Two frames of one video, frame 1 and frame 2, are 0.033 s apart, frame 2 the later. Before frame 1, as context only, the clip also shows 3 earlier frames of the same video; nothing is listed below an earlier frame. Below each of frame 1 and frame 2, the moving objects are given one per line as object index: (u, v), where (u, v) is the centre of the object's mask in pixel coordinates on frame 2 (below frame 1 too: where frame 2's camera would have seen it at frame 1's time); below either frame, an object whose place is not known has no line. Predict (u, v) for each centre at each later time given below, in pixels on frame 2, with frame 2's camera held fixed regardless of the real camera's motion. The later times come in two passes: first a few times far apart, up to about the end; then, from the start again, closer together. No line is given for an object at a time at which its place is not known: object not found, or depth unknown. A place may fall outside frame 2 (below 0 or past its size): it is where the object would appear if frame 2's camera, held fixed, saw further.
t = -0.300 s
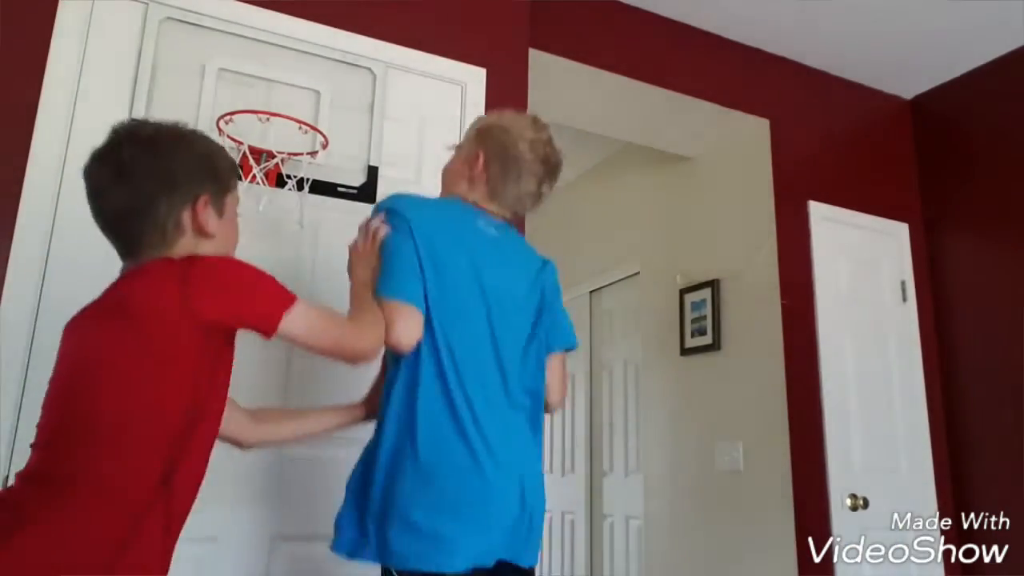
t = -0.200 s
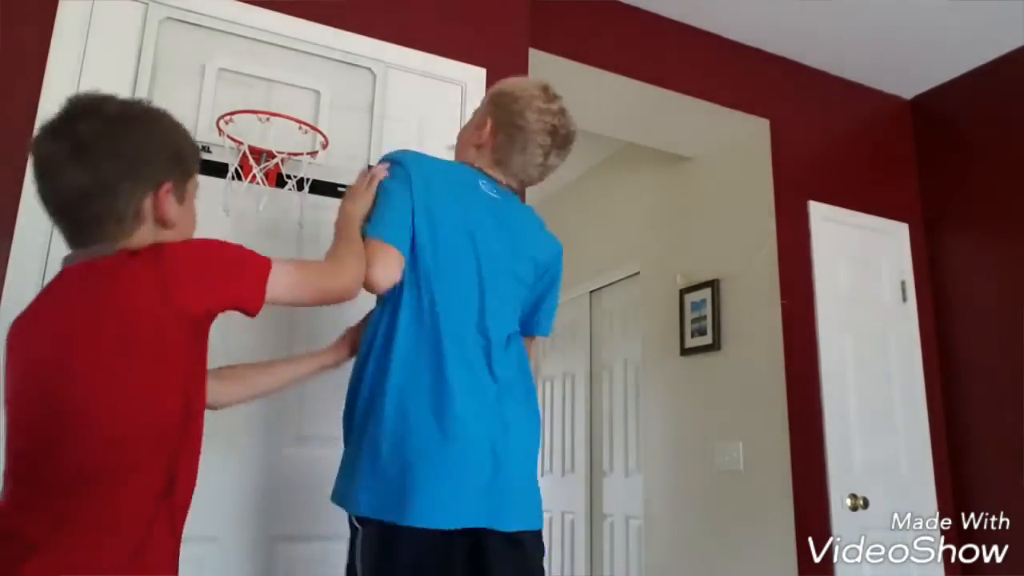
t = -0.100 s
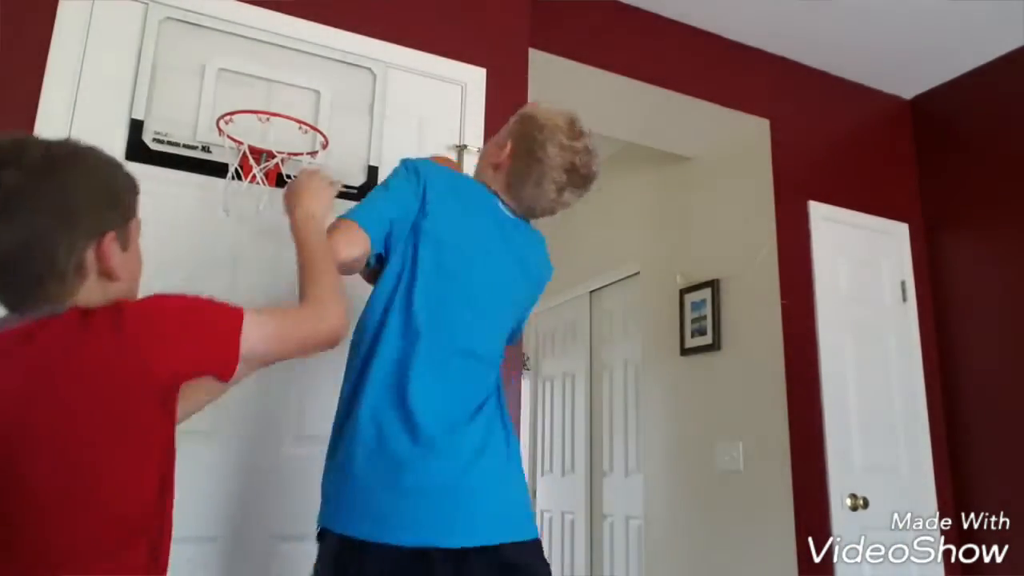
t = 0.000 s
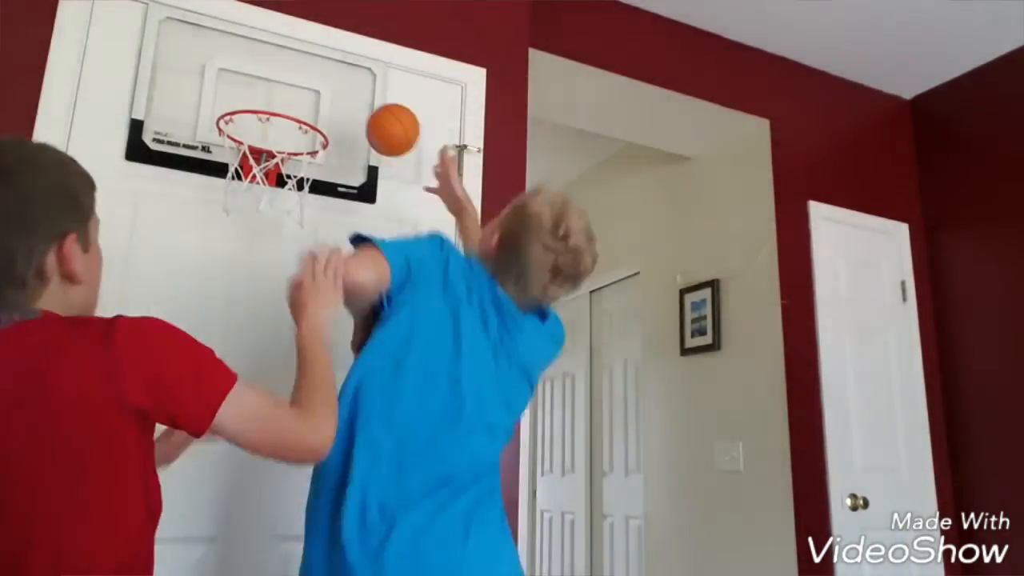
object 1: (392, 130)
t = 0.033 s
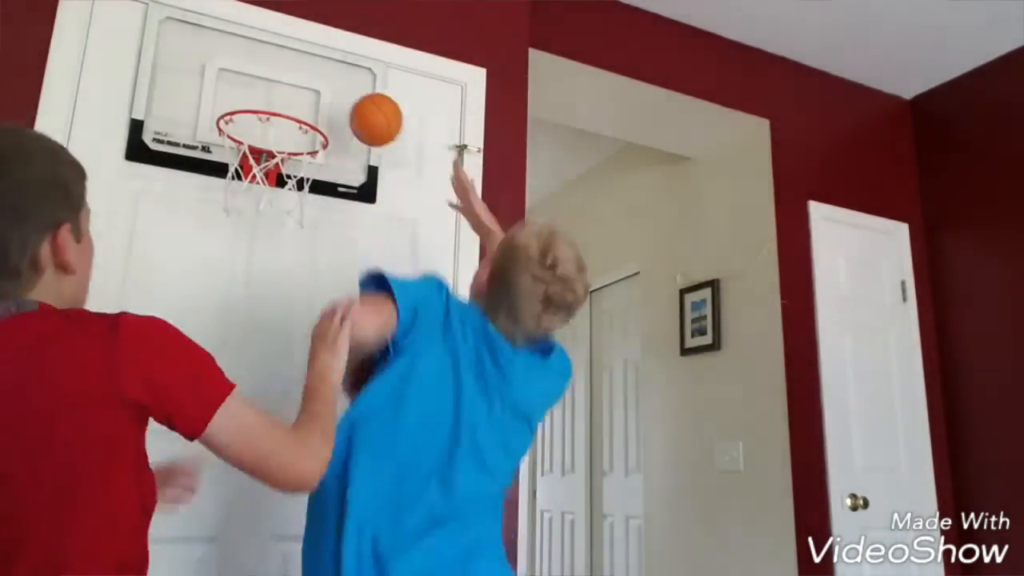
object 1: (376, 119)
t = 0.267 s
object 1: (284, 119)
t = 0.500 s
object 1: (235, 201)
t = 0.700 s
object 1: (163, 519)
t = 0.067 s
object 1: (359, 114)
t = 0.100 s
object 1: (343, 112)
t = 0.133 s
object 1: (326, 114)
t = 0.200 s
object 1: (296, 126)
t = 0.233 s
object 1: (289, 125)
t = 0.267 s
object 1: (284, 119)
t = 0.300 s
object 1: (278, 117)
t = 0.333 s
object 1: (272, 120)
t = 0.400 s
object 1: (257, 138)
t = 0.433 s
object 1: (249, 157)
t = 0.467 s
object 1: (242, 176)
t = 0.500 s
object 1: (235, 201)
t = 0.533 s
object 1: (226, 232)
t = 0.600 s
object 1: (206, 317)
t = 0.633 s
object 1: (194, 372)
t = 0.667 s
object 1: (179, 439)
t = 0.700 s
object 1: (163, 519)
